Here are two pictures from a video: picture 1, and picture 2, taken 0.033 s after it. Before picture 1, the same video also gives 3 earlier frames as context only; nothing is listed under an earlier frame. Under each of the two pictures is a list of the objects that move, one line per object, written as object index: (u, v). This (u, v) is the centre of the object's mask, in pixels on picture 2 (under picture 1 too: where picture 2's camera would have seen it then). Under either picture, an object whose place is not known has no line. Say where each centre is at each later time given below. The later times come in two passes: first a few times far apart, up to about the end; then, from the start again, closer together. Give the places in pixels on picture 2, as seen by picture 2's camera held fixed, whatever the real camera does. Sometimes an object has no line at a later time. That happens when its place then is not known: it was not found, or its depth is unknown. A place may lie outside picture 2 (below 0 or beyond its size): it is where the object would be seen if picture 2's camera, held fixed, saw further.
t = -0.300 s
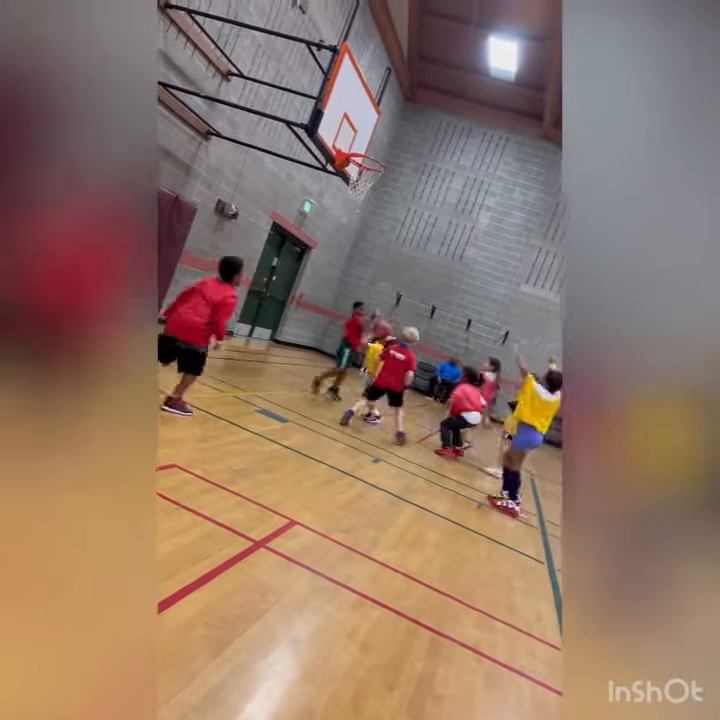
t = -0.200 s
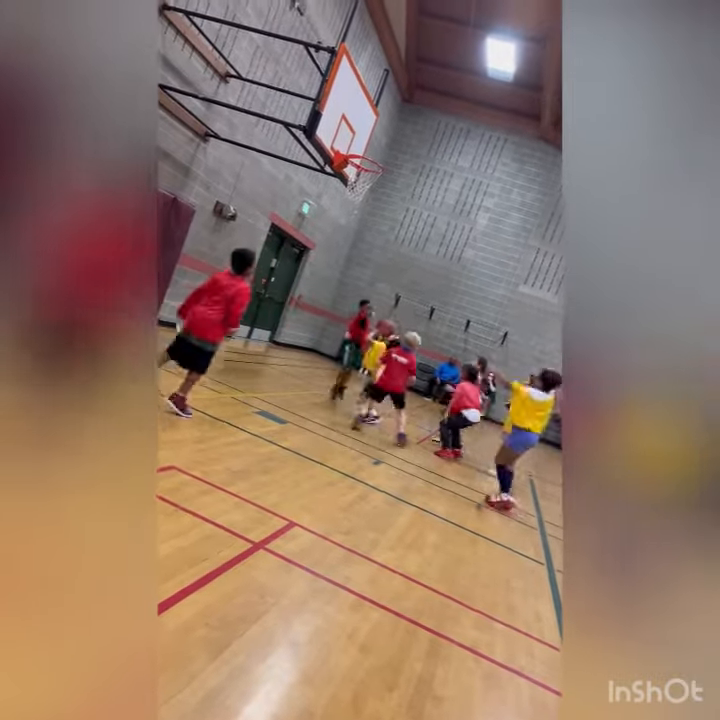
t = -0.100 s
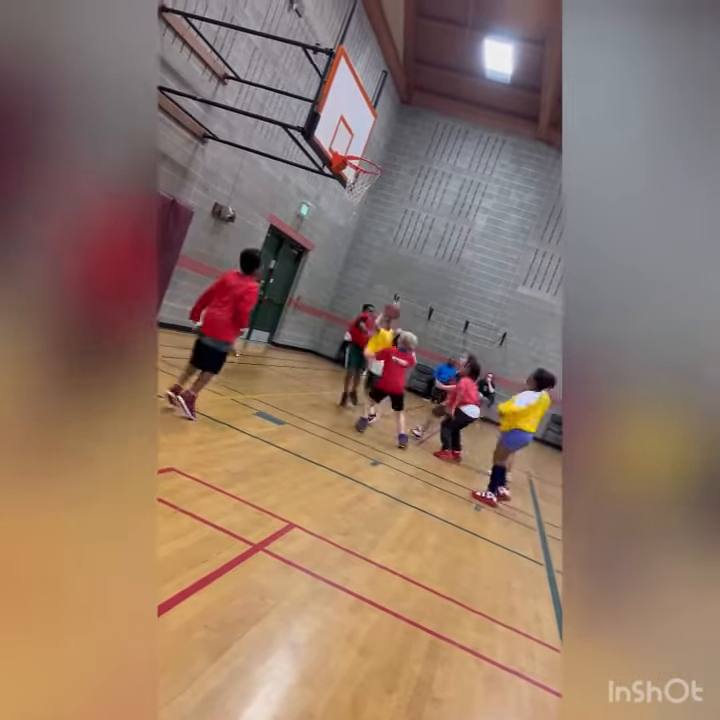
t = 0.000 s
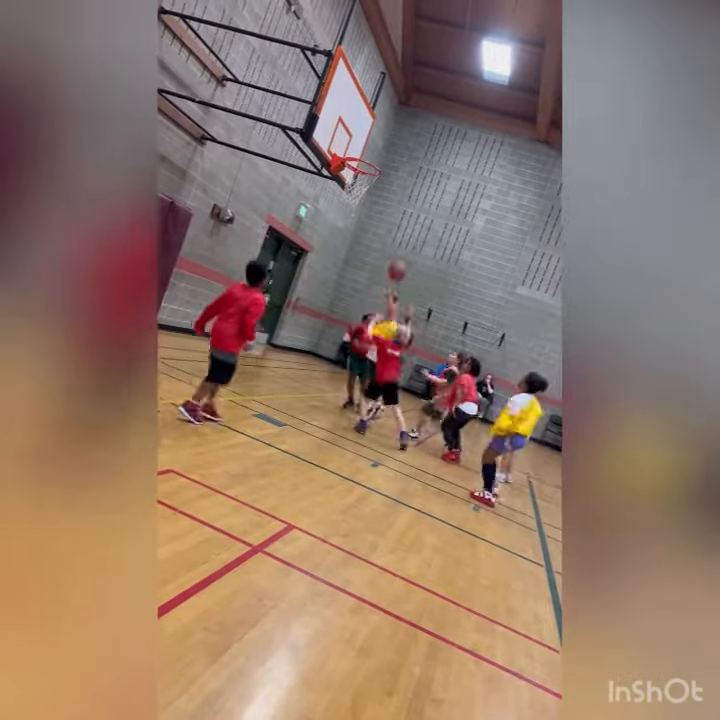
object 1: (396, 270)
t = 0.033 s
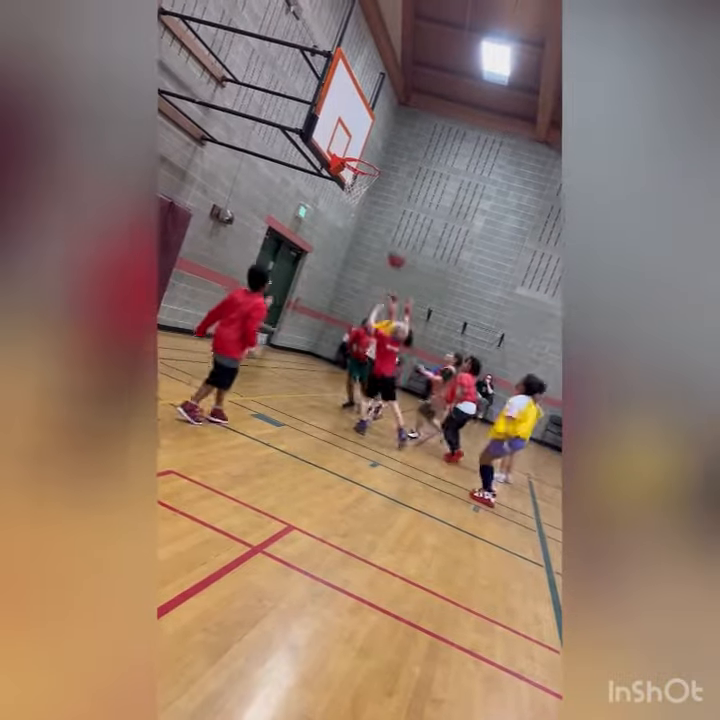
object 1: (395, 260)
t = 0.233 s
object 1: (392, 200)
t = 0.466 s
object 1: (395, 195)
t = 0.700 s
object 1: (402, 256)
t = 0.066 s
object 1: (396, 247)
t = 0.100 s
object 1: (395, 236)
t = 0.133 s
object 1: (394, 225)
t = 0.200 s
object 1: (393, 207)
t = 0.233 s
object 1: (392, 200)
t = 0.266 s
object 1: (390, 192)
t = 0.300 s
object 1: (389, 185)
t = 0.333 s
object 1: (386, 180)
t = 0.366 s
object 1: (387, 181)
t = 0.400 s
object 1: (391, 185)
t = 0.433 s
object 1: (393, 189)
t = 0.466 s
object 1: (395, 195)
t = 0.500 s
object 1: (397, 202)
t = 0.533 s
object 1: (399, 209)
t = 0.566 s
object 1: (400, 217)
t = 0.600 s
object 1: (401, 225)
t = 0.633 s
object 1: (401, 235)
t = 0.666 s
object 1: (401, 245)
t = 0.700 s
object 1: (402, 256)
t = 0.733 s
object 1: (403, 266)
